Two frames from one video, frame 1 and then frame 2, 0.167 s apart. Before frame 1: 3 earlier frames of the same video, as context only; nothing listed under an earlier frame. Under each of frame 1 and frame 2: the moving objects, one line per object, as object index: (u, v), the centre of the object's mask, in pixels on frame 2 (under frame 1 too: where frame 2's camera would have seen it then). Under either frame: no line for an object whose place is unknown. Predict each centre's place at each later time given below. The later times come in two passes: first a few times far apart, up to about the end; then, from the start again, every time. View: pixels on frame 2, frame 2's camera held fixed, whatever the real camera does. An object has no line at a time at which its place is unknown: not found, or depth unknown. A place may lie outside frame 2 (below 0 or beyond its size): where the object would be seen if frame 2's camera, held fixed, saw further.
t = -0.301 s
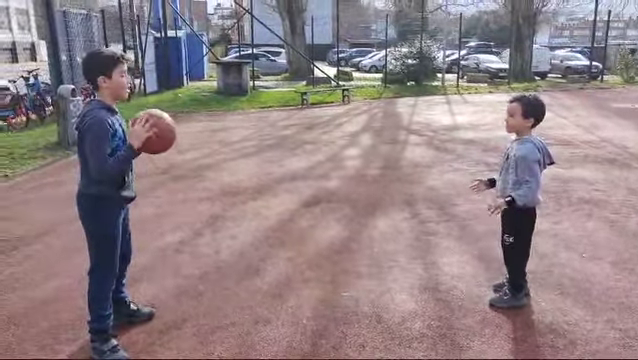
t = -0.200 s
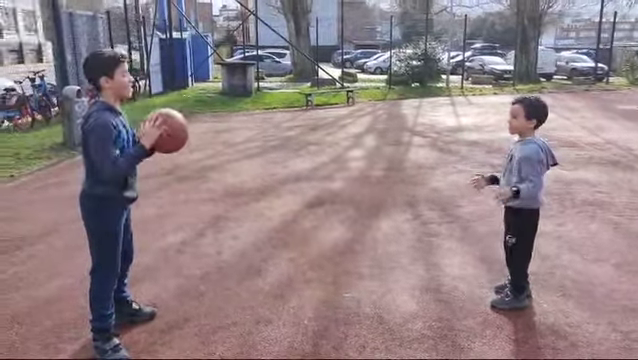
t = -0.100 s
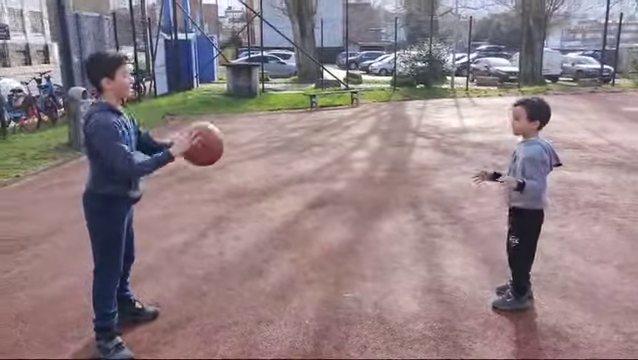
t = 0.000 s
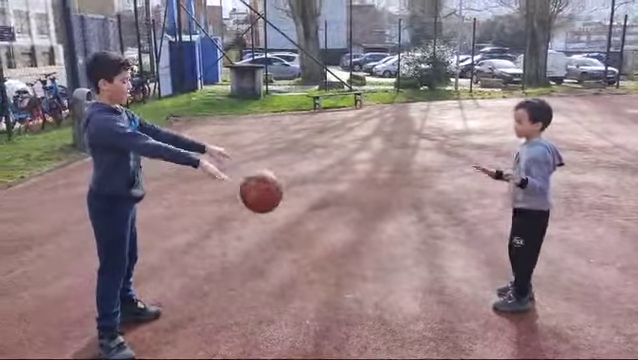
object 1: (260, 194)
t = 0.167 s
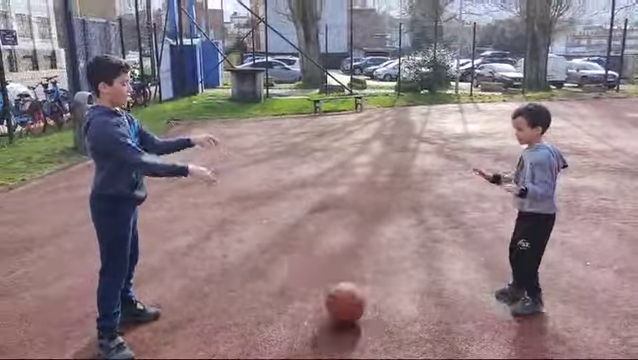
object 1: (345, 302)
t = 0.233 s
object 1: (361, 264)
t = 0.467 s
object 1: (415, 179)
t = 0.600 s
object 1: (447, 172)
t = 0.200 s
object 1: (354, 282)
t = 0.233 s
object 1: (361, 264)
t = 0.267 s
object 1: (369, 247)
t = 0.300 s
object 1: (377, 231)
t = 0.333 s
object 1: (384, 217)
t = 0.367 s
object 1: (392, 205)
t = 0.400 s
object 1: (400, 195)
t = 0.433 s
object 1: (408, 186)
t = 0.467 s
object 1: (415, 179)
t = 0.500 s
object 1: (423, 175)
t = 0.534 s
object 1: (431, 172)
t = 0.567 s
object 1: (439, 171)
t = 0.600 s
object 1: (447, 172)
